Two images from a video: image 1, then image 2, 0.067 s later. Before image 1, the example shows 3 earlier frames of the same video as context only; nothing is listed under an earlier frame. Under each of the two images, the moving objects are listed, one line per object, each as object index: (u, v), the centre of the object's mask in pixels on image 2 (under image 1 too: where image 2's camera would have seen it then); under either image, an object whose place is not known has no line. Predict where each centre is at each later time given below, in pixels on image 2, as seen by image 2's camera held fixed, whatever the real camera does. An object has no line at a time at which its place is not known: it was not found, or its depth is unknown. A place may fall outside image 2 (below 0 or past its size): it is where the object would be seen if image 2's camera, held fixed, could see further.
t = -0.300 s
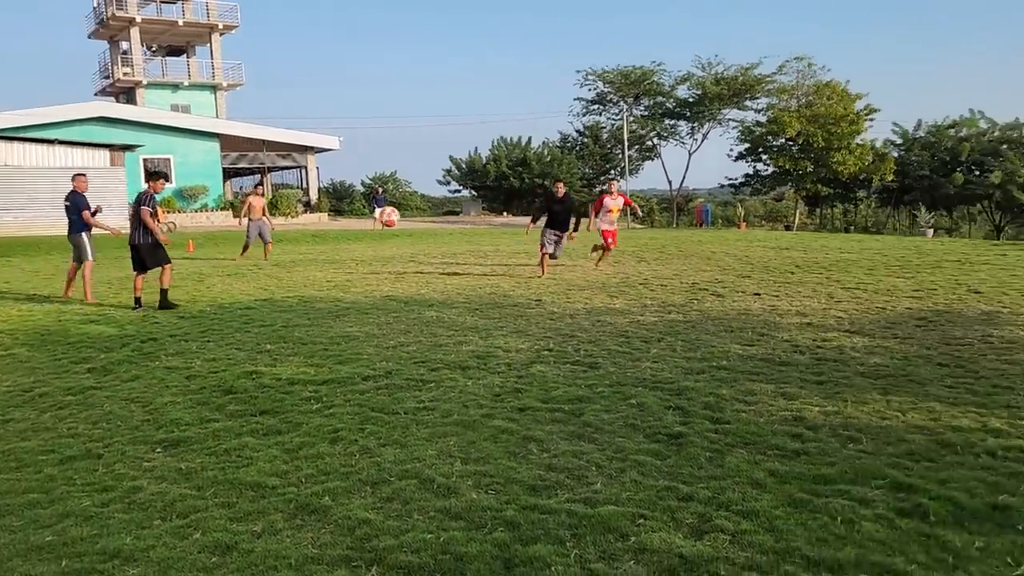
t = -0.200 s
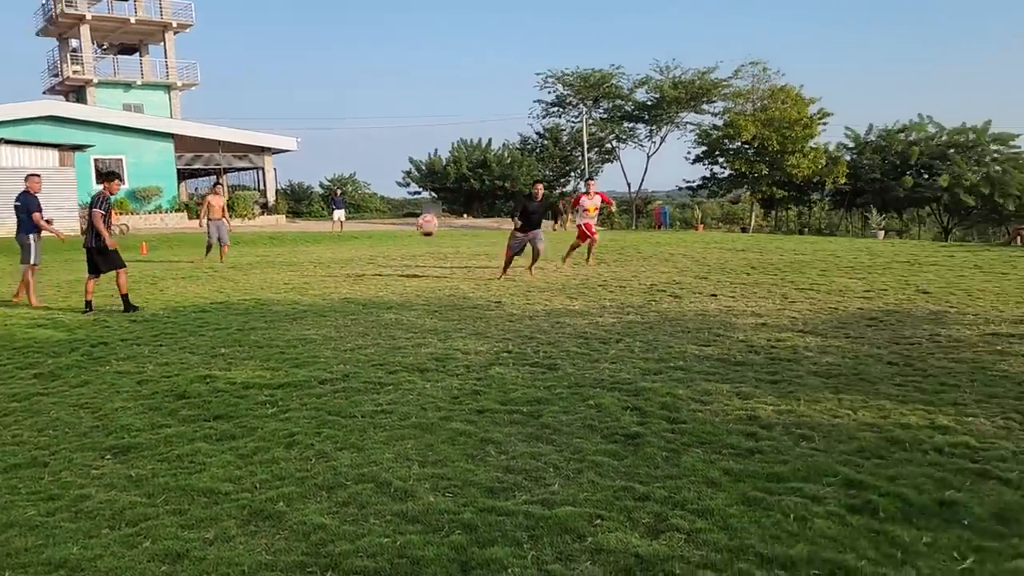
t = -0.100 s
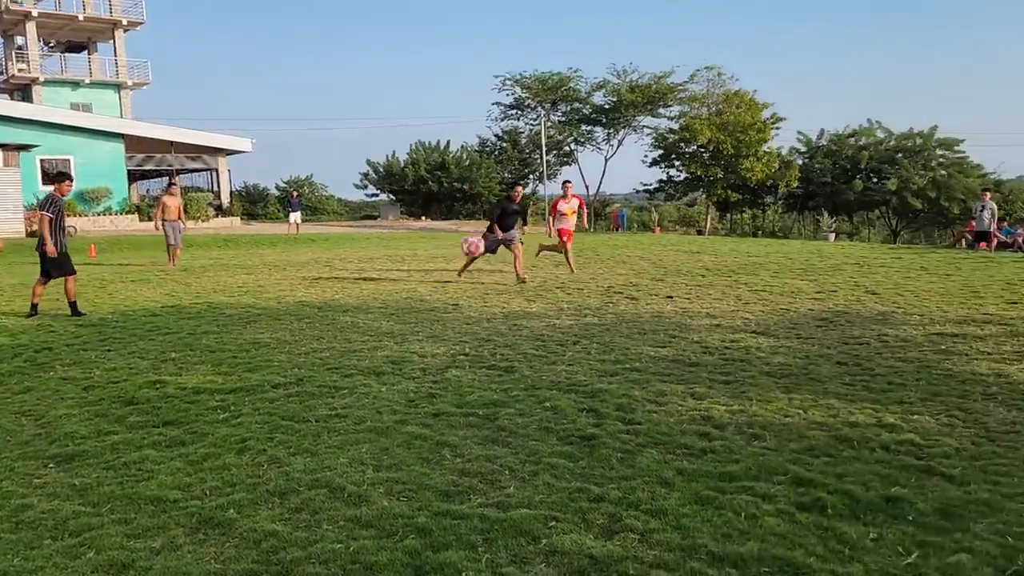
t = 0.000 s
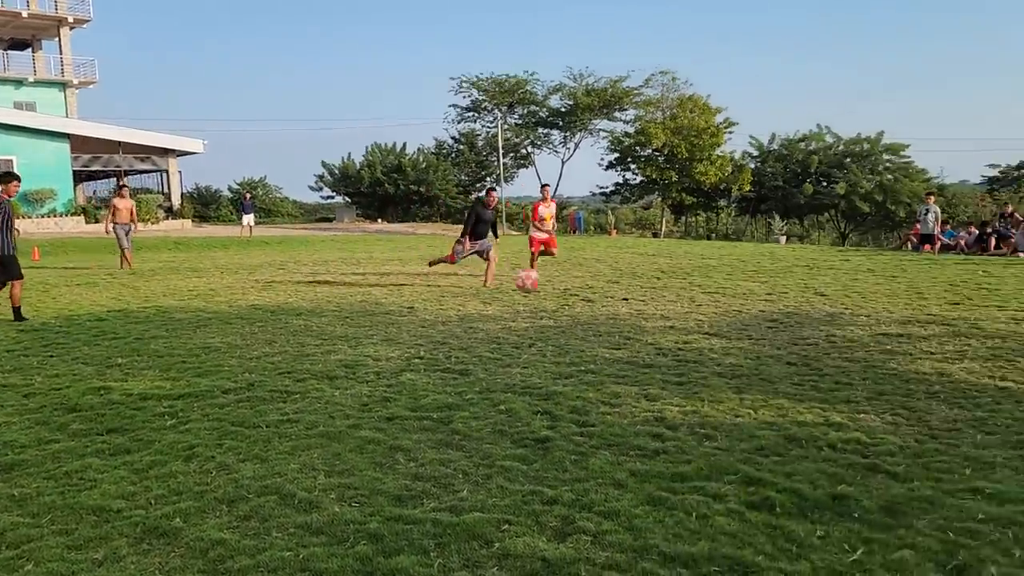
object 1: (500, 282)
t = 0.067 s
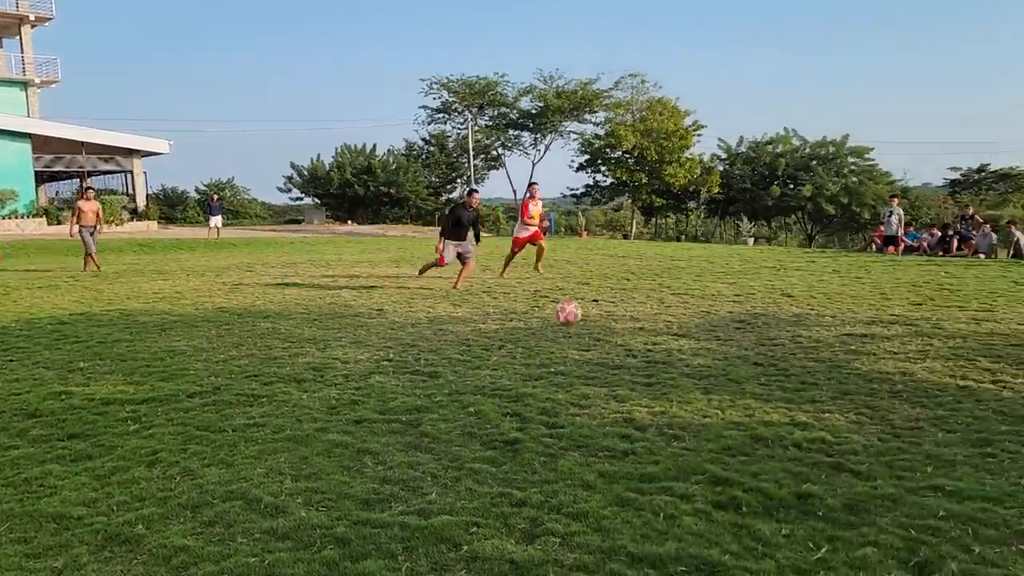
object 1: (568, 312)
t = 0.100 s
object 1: (604, 331)
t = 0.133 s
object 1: (629, 334)
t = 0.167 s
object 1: (645, 324)
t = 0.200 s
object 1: (659, 316)
